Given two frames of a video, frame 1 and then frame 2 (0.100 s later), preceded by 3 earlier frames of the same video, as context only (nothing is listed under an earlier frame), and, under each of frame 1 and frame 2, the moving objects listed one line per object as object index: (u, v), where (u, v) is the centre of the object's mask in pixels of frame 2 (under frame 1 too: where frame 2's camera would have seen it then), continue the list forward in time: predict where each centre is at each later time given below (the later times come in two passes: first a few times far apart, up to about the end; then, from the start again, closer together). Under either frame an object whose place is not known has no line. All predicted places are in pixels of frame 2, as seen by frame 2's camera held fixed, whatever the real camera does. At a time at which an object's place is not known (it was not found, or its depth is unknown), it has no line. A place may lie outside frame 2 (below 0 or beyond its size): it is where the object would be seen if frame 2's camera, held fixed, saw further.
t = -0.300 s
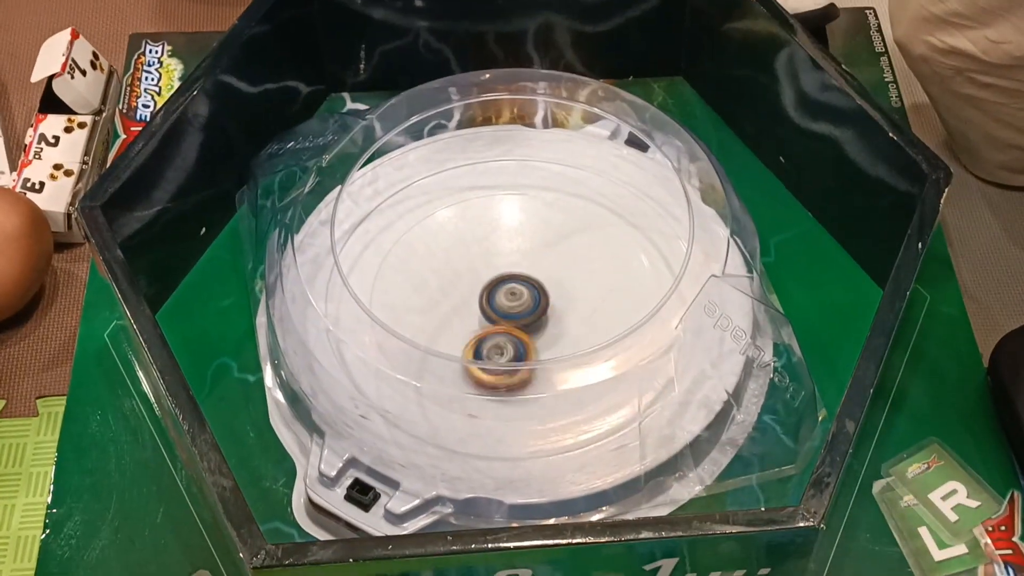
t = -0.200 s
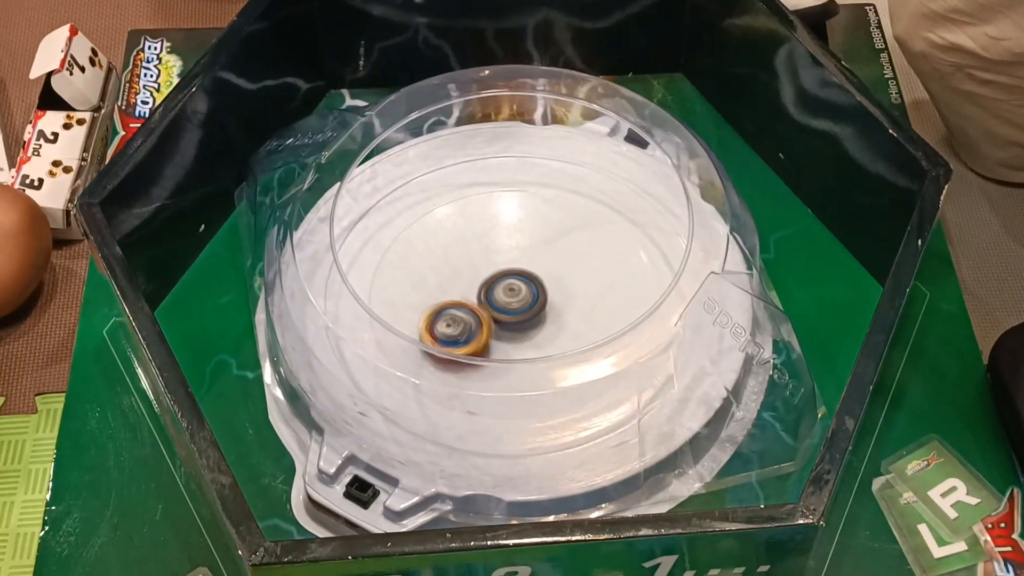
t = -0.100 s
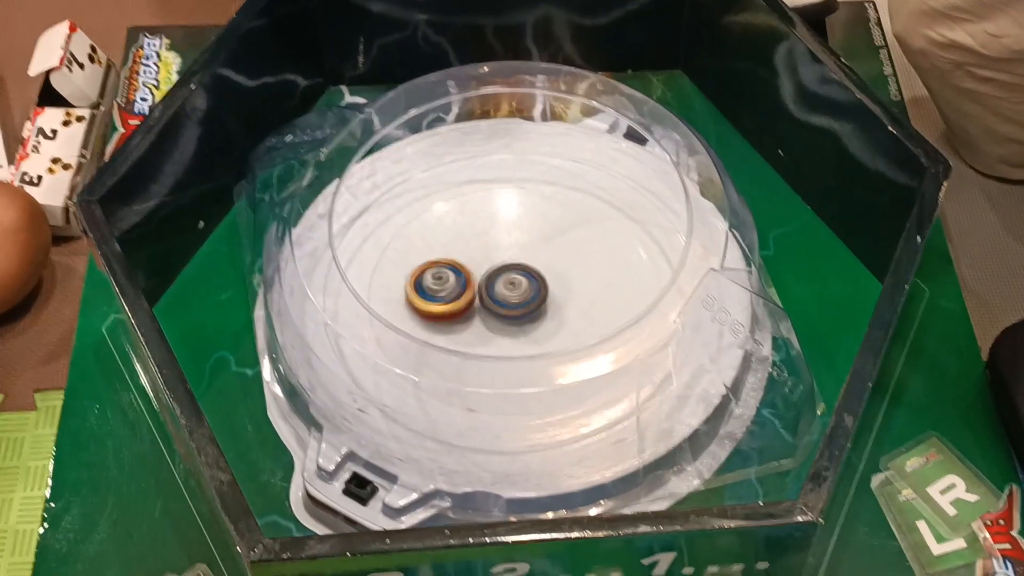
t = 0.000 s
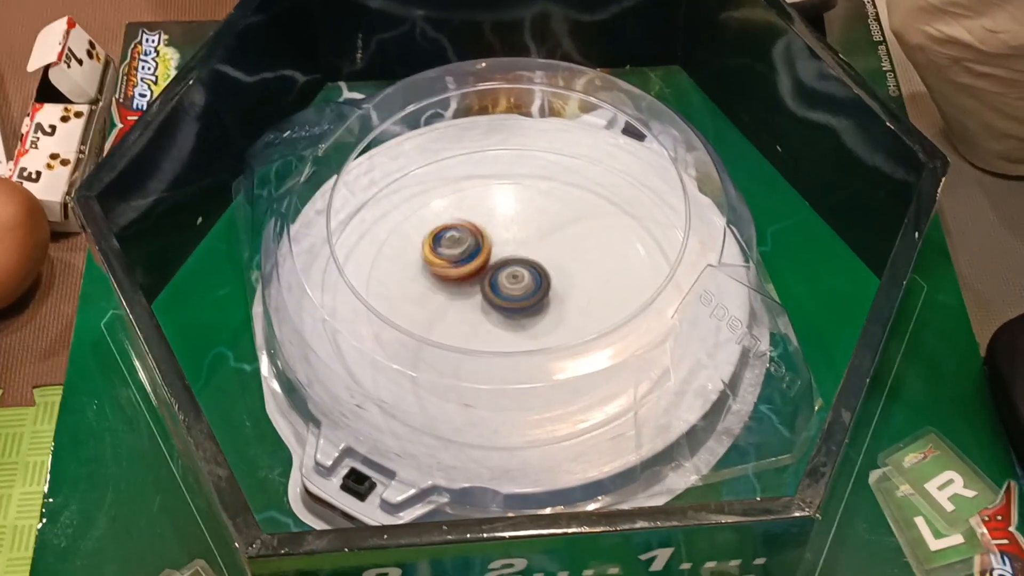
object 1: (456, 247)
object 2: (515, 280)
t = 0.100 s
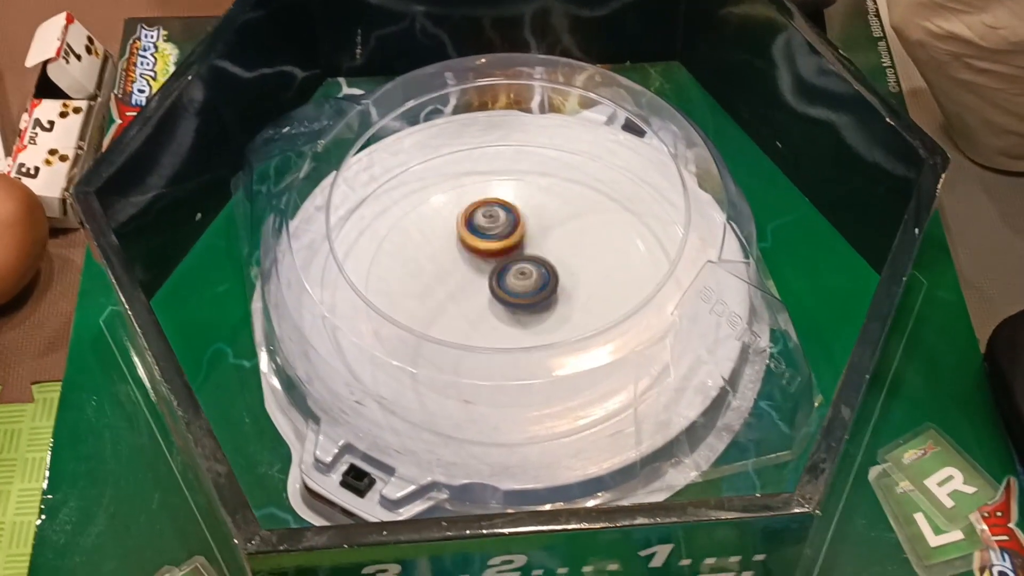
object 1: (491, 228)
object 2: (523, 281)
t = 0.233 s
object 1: (536, 229)
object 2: (534, 289)
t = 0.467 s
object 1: (553, 254)
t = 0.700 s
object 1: (494, 266)
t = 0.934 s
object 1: (453, 262)
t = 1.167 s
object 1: (472, 259)
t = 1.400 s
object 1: (461, 268)
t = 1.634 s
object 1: (465, 275)
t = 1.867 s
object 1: (469, 294)
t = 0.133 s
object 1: (503, 225)
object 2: (526, 283)
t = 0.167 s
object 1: (515, 224)
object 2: (530, 285)
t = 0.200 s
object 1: (527, 227)
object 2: (532, 286)
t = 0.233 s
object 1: (536, 229)
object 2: (534, 289)
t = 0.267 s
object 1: (543, 231)
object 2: (537, 293)
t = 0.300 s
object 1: (550, 237)
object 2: (538, 295)
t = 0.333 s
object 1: (554, 241)
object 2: (539, 299)
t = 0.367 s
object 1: (556, 246)
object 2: (540, 303)
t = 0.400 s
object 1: (556, 249)
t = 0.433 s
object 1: (554, 253)
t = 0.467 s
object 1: (553, 254)
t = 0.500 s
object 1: (549, 254)
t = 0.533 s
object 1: (545, 257)
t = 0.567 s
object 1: (540, 261)
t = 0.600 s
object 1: (532, 266)
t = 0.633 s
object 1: (521, 267)
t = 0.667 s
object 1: (506, 266)
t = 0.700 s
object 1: (494, 266)
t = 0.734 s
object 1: (483, 266)
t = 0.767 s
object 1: (474, 265)
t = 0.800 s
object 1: (465, 264)
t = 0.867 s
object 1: (455, 262)
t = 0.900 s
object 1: (454, 262)
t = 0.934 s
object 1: (453, 262)
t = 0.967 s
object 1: (457, 264)
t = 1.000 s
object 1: (462, 264)
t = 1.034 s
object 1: (467, 264)
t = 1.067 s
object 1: (469, 262)
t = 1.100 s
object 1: (470, 261)
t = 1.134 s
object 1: (471, 260)
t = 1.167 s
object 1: (472, 259)
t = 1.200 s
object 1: (471, 259)
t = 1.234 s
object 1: (469, 260)
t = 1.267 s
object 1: (467, 261)
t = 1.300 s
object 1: (468, 263)
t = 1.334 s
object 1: (464, 265)
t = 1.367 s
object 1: (462, 266)
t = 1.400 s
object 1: (461, 268)
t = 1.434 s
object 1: (463, 269)
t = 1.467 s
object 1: (468, 270)
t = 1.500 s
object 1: (469, 271)
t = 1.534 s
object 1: (468, 272)
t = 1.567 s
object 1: (467, 273)
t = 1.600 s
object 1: (465, 274)
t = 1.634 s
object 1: (465, 275)
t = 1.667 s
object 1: (465, 276)
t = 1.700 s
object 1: (467, 277)
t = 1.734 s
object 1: (468, 279)
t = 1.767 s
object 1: (469, 281)
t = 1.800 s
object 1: (468, 286)
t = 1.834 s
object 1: (469, 291)
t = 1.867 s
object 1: (469, 294)
